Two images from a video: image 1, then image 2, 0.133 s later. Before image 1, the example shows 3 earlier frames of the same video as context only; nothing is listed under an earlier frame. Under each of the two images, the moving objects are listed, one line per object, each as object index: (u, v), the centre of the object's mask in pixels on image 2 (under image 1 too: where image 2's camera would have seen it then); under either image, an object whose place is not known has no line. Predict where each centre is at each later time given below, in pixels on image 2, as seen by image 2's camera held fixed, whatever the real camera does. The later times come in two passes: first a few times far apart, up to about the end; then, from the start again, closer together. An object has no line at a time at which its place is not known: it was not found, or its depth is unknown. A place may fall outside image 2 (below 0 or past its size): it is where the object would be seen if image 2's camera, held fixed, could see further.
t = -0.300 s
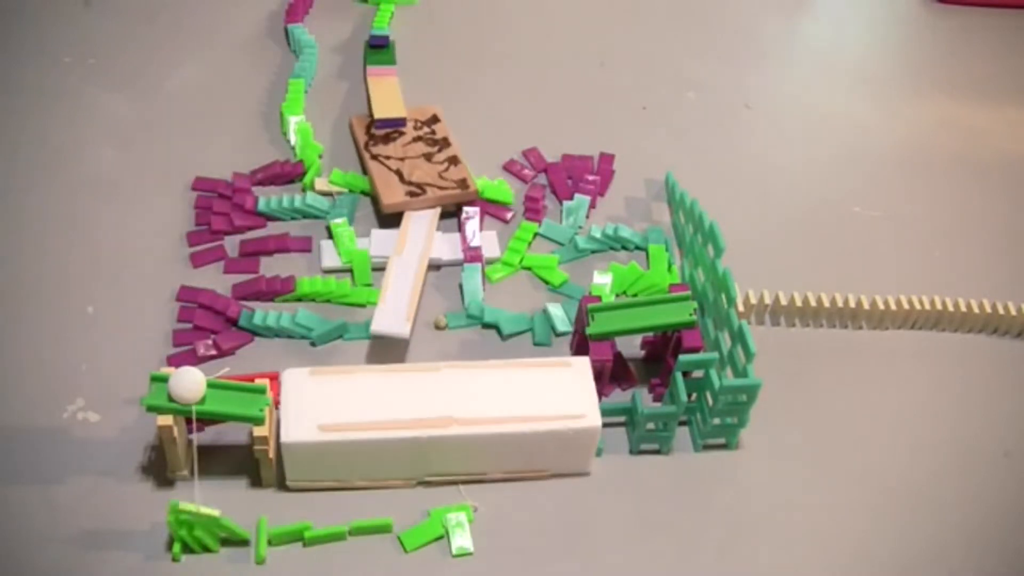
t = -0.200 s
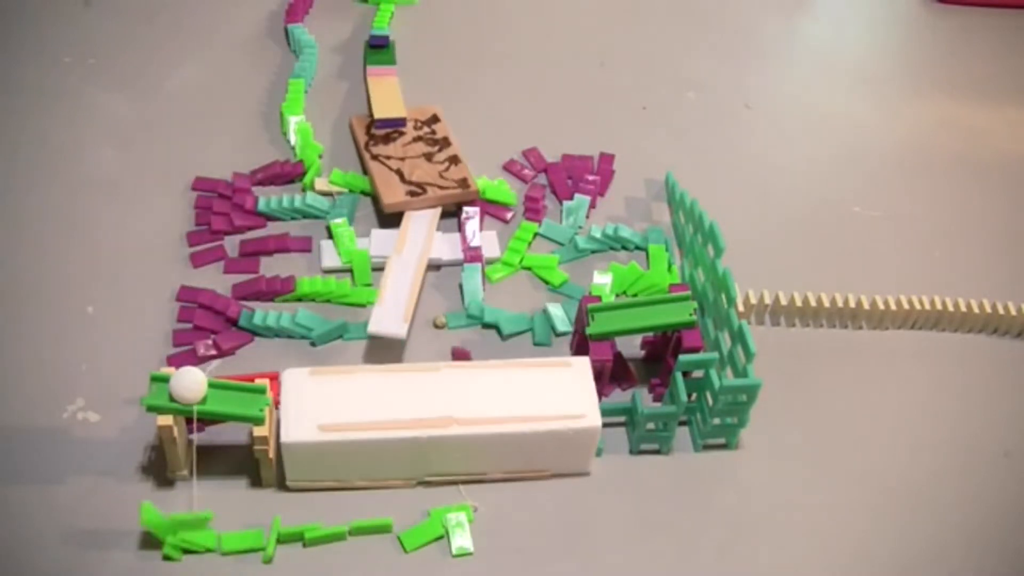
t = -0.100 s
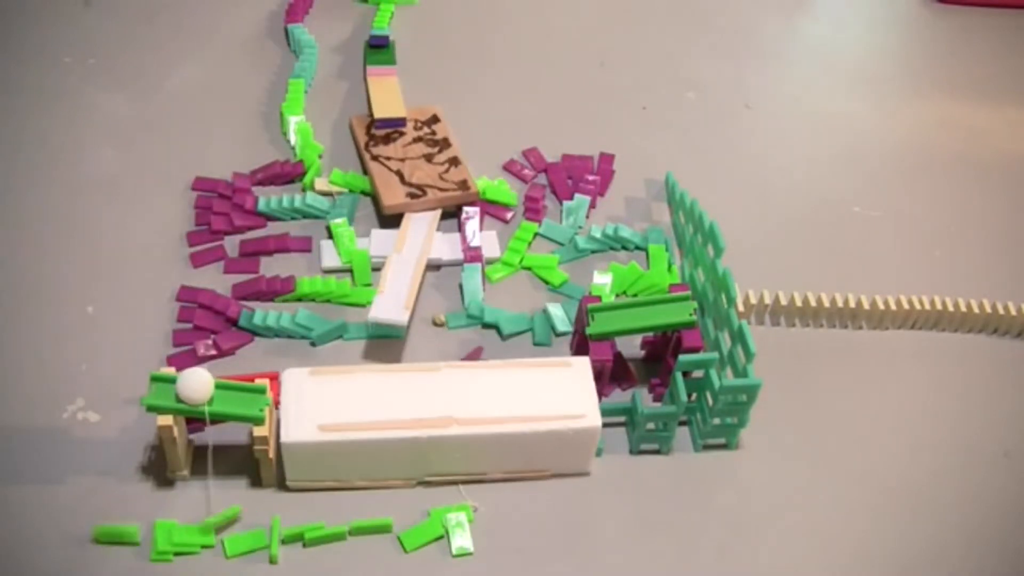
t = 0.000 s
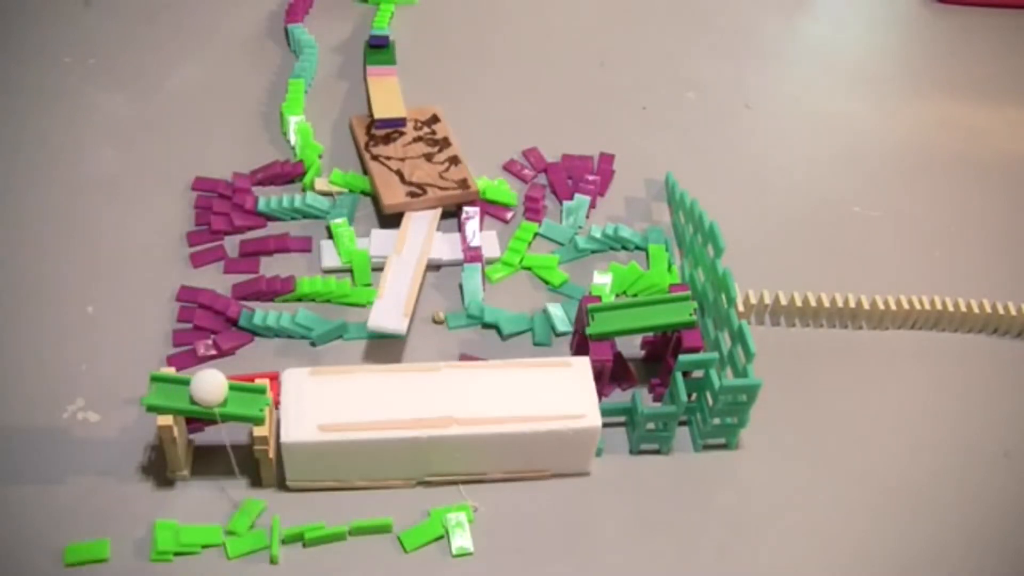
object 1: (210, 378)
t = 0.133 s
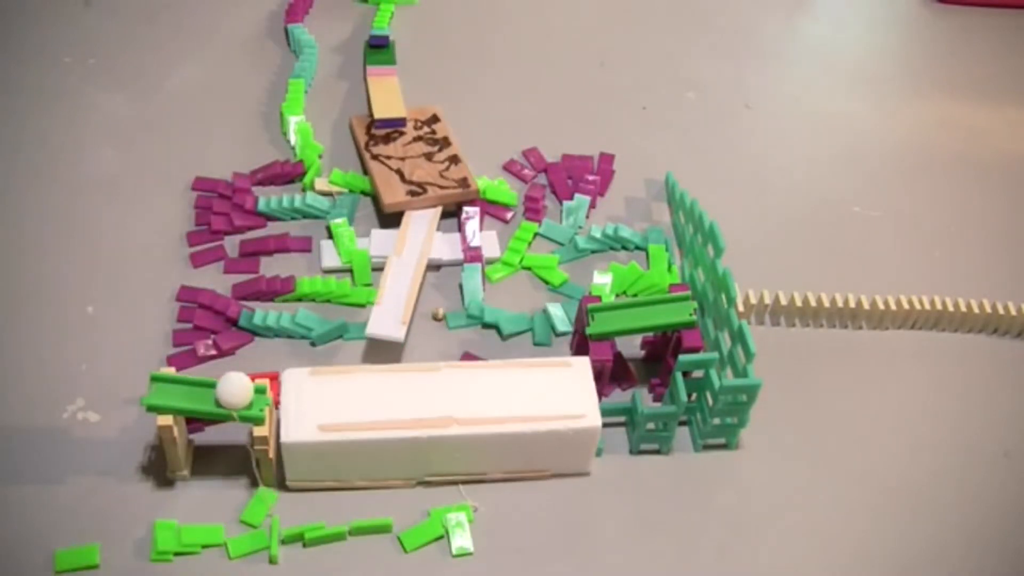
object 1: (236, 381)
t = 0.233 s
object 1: (259, 384)
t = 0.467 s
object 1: (342, 394)
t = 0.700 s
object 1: (427, 390)
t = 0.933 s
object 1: (505, 380)
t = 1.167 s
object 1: (581, 364)
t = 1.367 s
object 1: (620, 388)
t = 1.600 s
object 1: (637, 489)
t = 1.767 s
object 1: (673, 560)
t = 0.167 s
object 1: (242, 381)
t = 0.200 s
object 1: (250, 382)
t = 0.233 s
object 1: (259, 384)
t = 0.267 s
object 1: (267, 384)
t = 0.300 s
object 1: (274, 390)
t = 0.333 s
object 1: (287, 395)
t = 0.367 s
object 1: (301, 396)
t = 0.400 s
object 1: (313, 396)
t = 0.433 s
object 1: (327, 396)
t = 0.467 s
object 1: (342, 394)
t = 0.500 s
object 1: (356, 393)
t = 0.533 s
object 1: (367, 392)
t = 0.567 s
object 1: (378, 392)
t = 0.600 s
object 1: (390, 393)
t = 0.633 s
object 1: (402, 393)
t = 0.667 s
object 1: (414, 390)
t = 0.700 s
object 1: (427, 390)
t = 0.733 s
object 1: (438, 387)
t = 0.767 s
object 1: (450, 387)
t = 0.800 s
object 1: (461, 386)
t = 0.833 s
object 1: (474, 383)
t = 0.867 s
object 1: (484, 382)
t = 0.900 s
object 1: (494, 382)
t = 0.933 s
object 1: (505, 380)
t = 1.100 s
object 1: (558, 372)
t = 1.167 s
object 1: (581, 364)
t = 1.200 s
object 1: (589, 362)
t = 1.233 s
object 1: (597, 360)
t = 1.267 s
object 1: (606, 358)
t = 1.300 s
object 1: (613, 362)
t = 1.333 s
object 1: (620, 372)
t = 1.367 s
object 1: (620, 388)
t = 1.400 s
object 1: (618, 399)
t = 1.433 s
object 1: (618, 410)
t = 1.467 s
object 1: (617, 428)
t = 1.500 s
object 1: (616, 450)
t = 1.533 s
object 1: (622, 472)
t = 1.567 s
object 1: (630, 478)
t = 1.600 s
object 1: (637, 489)
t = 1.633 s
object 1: (643, 506)
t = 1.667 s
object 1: (651, 523)
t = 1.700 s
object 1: (660, 531)
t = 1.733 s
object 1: (667, 545)
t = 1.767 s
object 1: (673, 560)
